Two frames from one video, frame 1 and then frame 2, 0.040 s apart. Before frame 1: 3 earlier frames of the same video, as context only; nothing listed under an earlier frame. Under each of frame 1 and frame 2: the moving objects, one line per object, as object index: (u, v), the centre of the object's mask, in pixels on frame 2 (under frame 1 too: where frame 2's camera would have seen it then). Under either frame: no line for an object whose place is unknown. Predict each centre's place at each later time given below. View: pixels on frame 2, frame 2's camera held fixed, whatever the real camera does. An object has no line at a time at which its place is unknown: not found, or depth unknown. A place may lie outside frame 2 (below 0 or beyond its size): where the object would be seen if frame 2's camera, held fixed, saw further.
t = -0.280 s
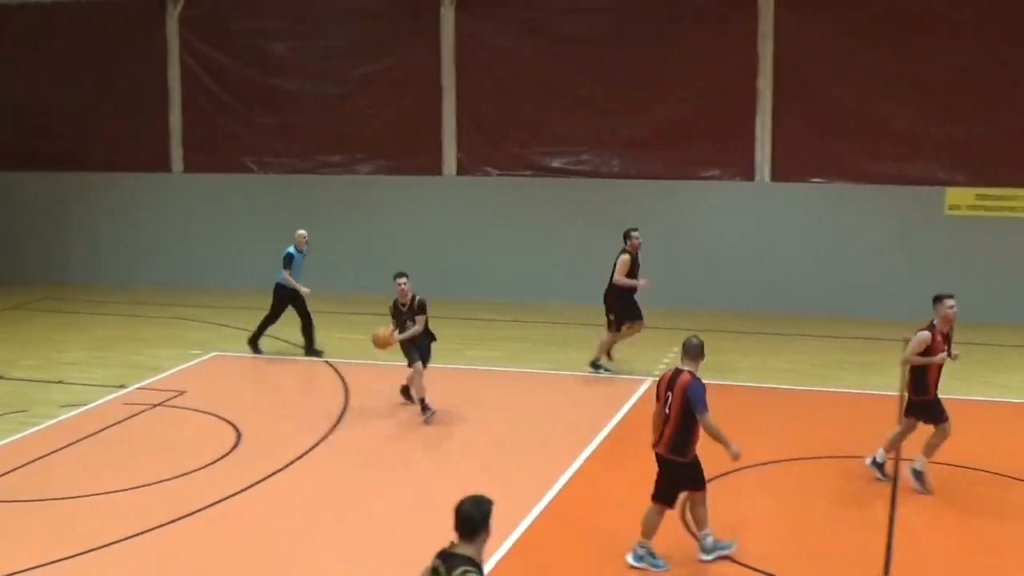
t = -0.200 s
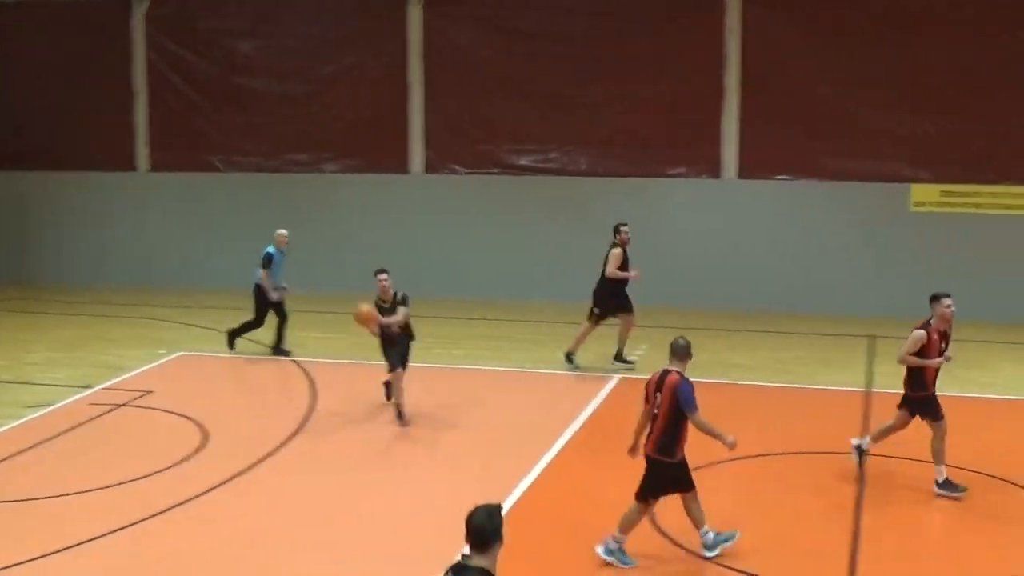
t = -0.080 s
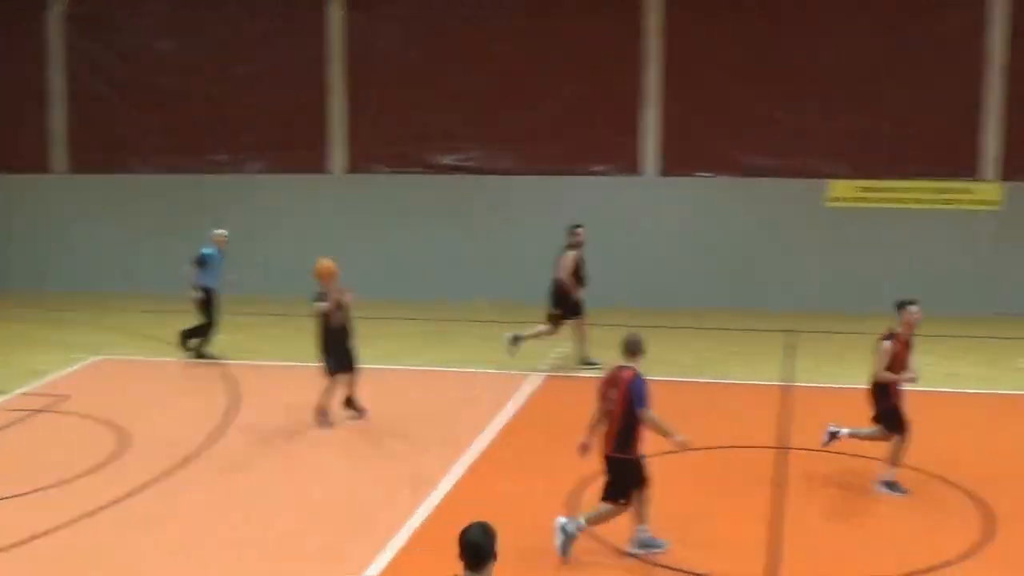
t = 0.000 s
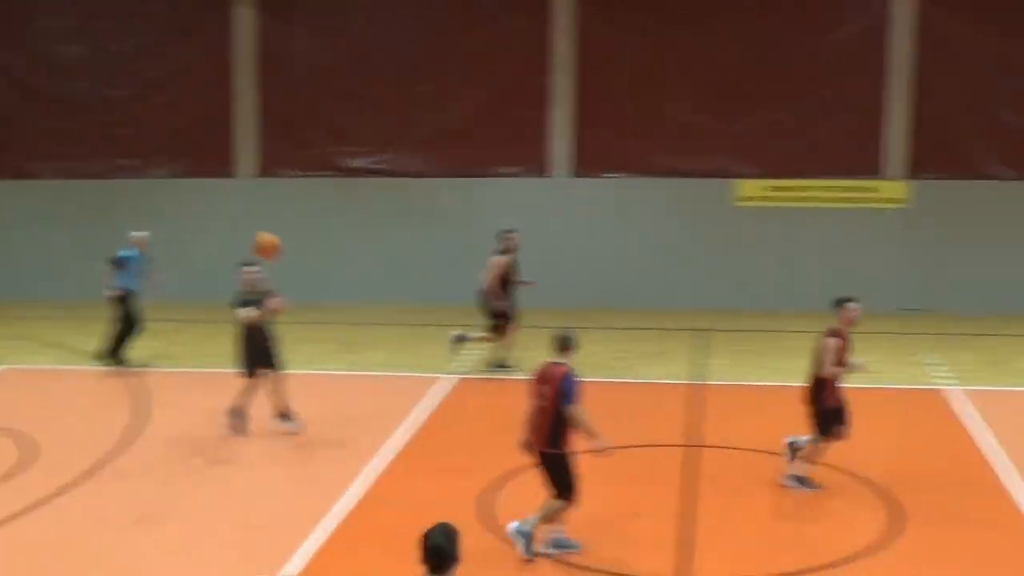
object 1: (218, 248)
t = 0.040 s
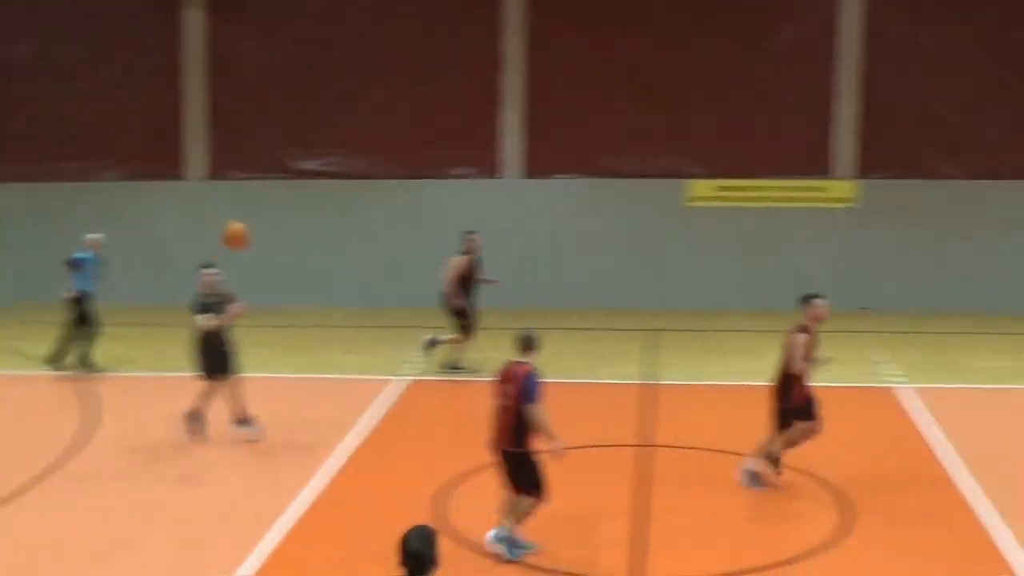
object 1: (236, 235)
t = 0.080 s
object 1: (255, 222)
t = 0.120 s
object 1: (274, 210)
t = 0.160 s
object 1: (295, 202)
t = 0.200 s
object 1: (314, 193)
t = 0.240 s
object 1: (337, 187)
